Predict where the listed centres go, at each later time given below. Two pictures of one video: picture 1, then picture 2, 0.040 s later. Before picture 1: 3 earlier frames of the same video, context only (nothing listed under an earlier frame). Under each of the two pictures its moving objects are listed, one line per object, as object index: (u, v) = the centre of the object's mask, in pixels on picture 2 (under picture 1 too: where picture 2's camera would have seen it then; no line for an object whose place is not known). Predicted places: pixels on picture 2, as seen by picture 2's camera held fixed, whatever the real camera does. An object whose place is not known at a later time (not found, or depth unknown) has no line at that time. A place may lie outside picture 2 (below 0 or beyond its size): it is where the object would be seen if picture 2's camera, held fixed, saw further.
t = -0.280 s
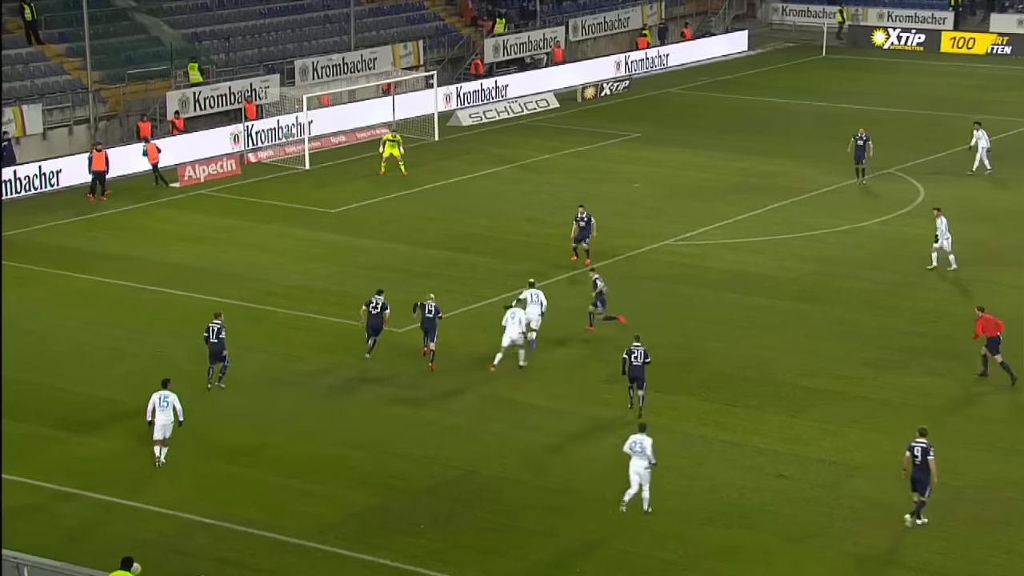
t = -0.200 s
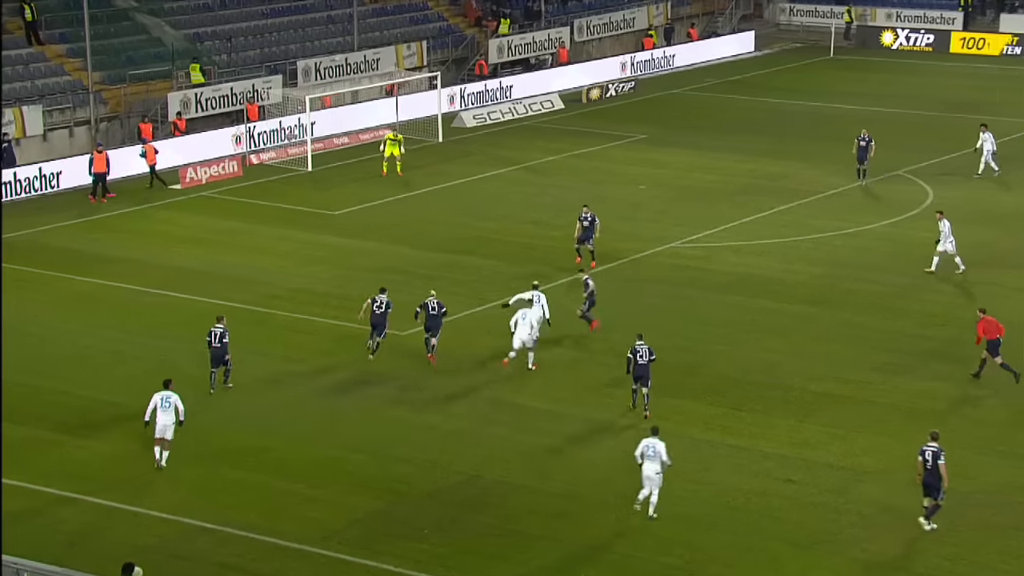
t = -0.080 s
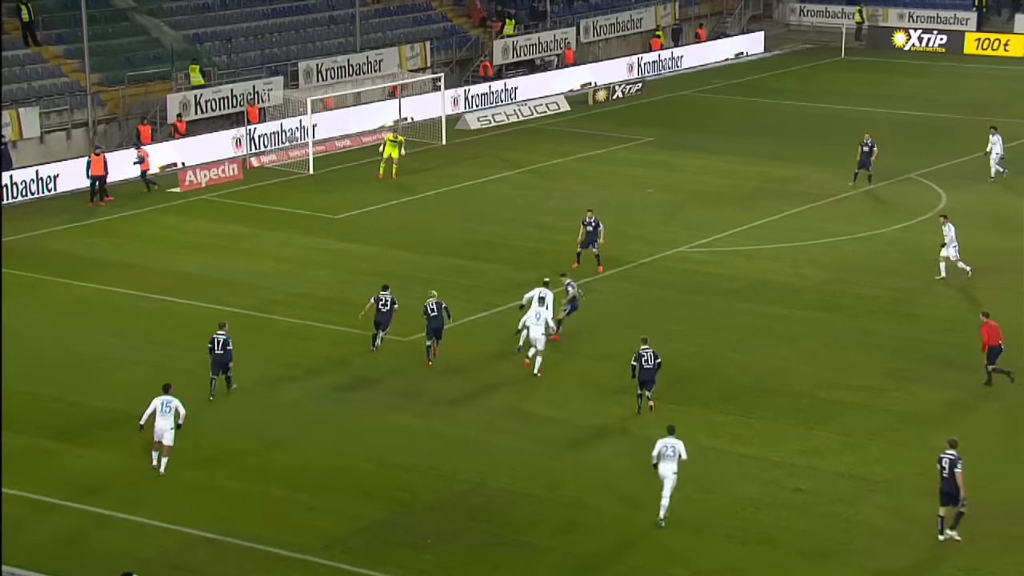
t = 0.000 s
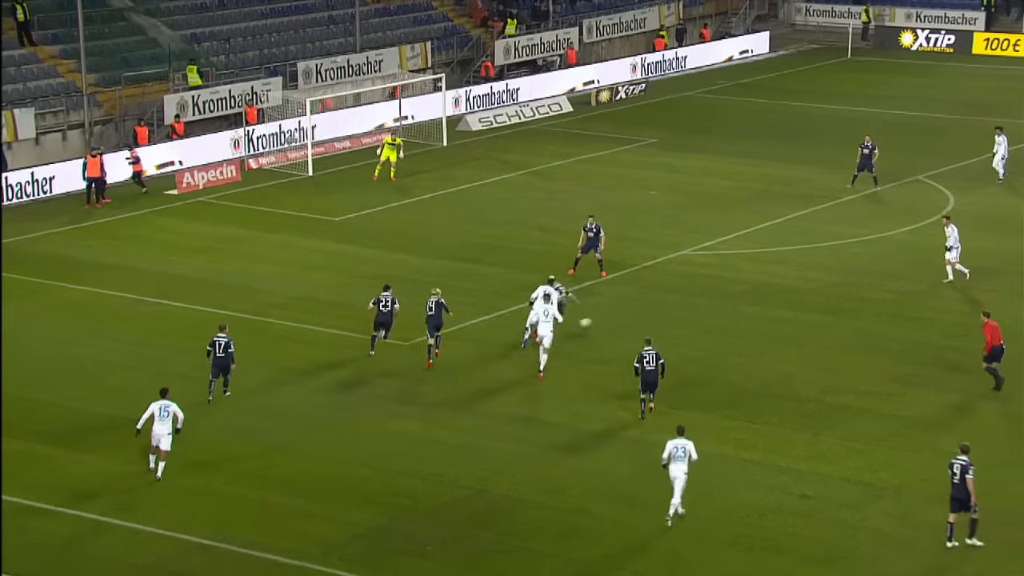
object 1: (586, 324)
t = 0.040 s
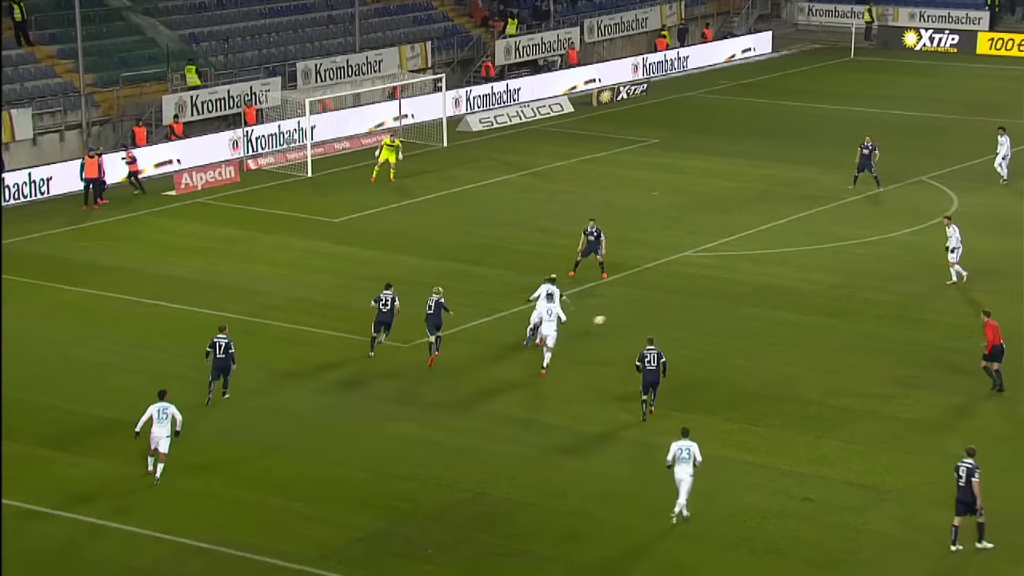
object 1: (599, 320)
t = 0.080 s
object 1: (612, 317)
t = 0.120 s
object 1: (625, 315)
